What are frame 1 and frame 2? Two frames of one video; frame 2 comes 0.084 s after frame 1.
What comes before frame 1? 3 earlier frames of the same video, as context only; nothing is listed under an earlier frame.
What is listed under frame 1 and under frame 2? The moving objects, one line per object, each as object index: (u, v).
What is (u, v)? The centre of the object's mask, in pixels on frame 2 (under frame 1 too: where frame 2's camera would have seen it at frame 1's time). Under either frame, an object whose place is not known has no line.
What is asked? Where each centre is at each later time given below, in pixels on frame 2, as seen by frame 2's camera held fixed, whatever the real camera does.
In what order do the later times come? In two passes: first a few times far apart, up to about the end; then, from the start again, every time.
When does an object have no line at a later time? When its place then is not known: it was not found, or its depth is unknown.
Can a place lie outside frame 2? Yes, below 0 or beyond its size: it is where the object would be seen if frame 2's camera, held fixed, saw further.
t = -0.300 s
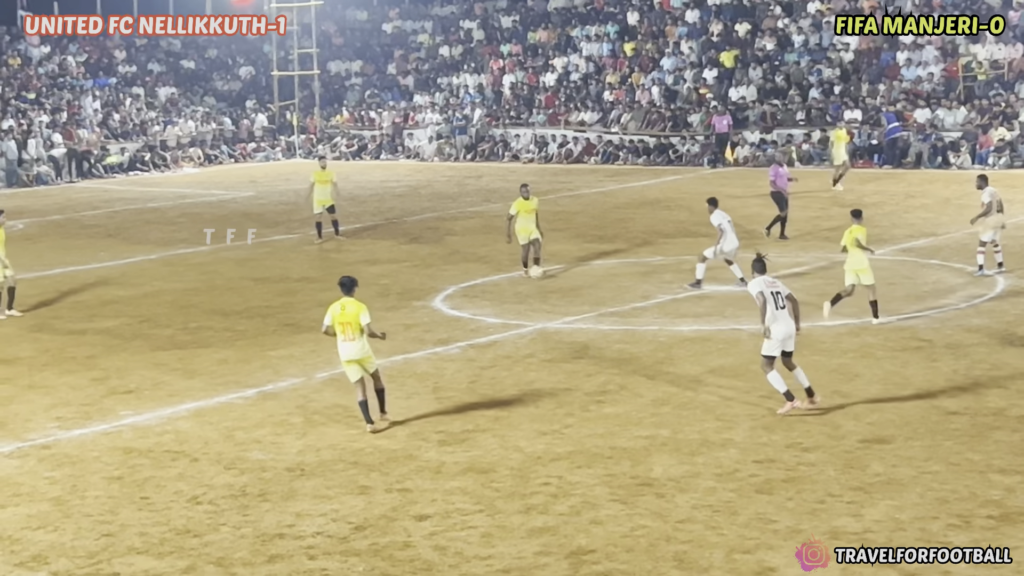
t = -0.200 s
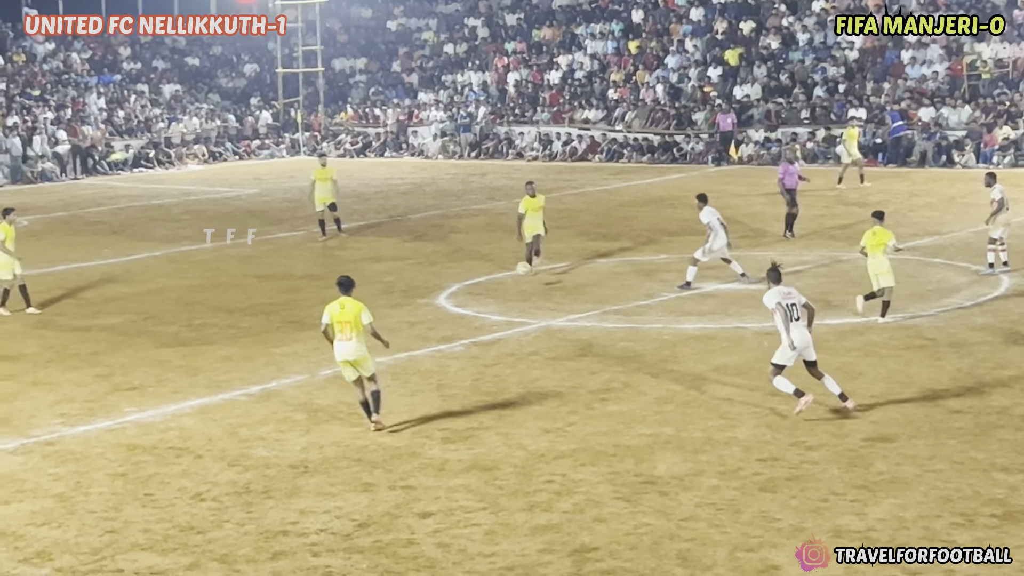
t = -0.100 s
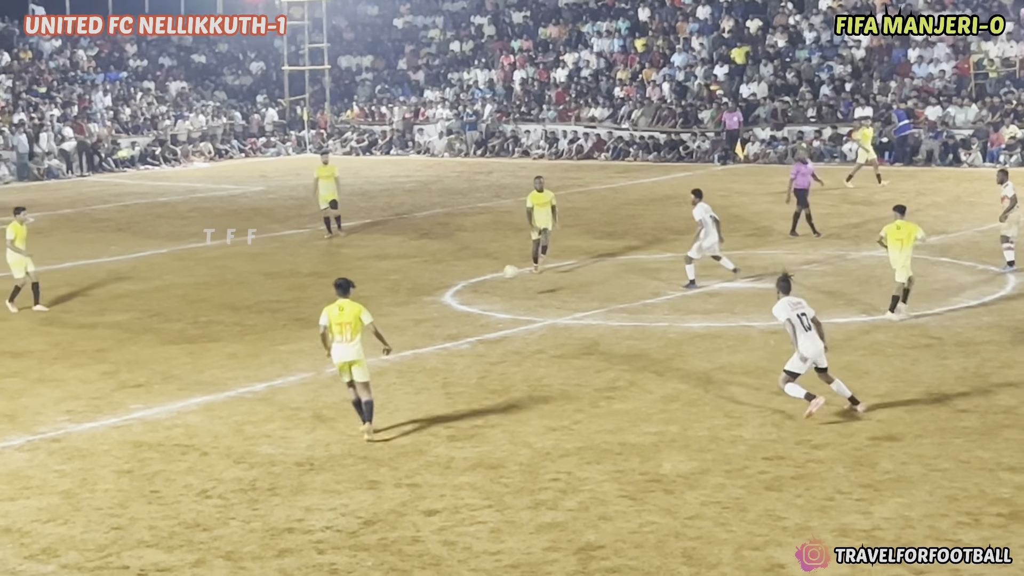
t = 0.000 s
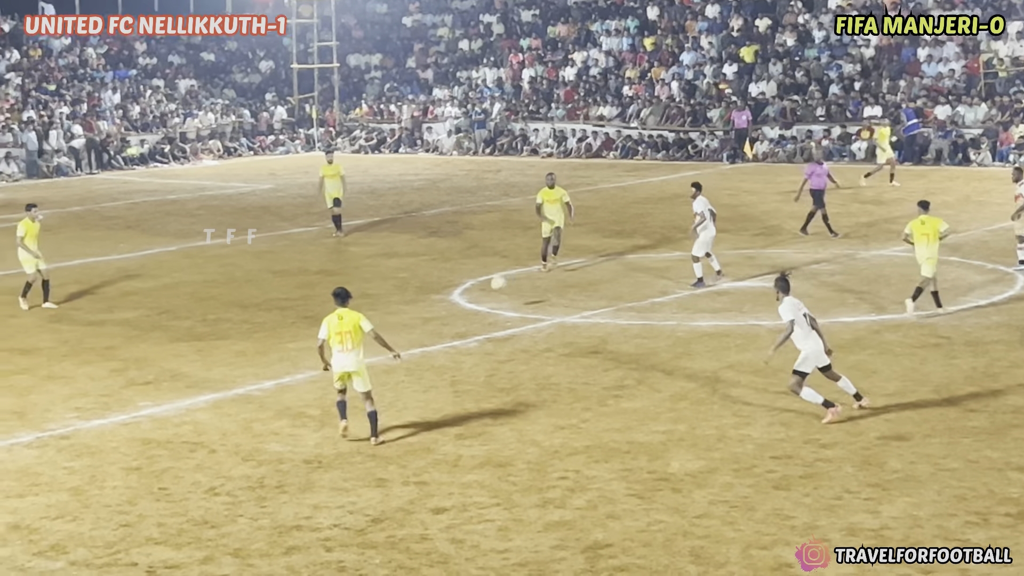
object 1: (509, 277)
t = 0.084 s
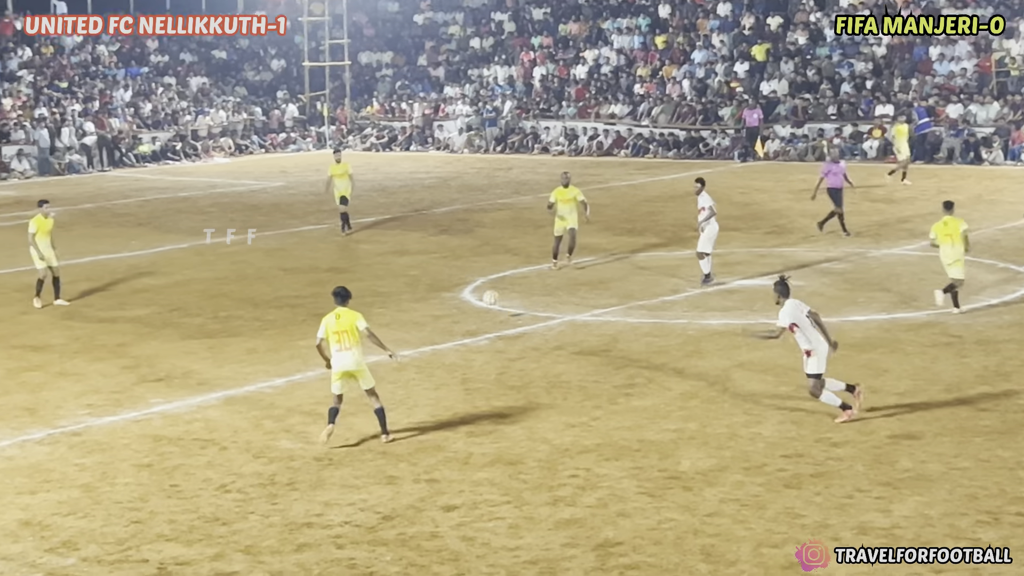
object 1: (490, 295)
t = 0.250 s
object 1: (455, 322)
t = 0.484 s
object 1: (410, 329)
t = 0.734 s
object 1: (355, 397)
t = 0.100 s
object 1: (487, 299)
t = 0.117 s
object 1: (482, 303)
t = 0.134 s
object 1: (479, 308)
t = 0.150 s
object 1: (475, 313)
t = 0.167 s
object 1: (471, 318)
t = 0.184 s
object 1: (467, 323)
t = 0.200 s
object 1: (464, 326)
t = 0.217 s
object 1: (460, 325)
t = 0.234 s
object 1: (458, 324)
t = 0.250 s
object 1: (455, 322)
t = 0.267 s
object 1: (452, 321)
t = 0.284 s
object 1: (449, 320)
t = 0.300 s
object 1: (446, 320)
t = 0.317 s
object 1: (442, 319)
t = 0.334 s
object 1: (439, 319)
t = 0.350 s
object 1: (436, 319)
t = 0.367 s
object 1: (433, 320)
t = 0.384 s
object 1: (430, 320)
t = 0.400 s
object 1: (427, 321)
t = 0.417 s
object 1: (424, 322)
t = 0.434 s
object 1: (420, 323)
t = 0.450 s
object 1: (417, 325)
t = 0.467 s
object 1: (413, 327)
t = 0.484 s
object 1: (410, 329)
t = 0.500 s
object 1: (406, 331)
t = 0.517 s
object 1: (403, 334)
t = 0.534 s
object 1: (400, 336)
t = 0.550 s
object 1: (396, 339)
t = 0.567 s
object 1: (393, 343)
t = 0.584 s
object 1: (389, 347)
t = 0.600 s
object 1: (385, 351)
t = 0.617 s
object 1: (381, 355)
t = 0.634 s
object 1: (377, 360)
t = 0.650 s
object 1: (374, 364)
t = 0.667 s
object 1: (371, 370)
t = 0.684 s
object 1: (367, 375)
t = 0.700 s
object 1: (363, 383)
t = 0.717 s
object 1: (359, 388)
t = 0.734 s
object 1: (355, 397)
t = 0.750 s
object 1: (351, 404)
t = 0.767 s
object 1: (346, 411)
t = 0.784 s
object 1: (344, 410)
